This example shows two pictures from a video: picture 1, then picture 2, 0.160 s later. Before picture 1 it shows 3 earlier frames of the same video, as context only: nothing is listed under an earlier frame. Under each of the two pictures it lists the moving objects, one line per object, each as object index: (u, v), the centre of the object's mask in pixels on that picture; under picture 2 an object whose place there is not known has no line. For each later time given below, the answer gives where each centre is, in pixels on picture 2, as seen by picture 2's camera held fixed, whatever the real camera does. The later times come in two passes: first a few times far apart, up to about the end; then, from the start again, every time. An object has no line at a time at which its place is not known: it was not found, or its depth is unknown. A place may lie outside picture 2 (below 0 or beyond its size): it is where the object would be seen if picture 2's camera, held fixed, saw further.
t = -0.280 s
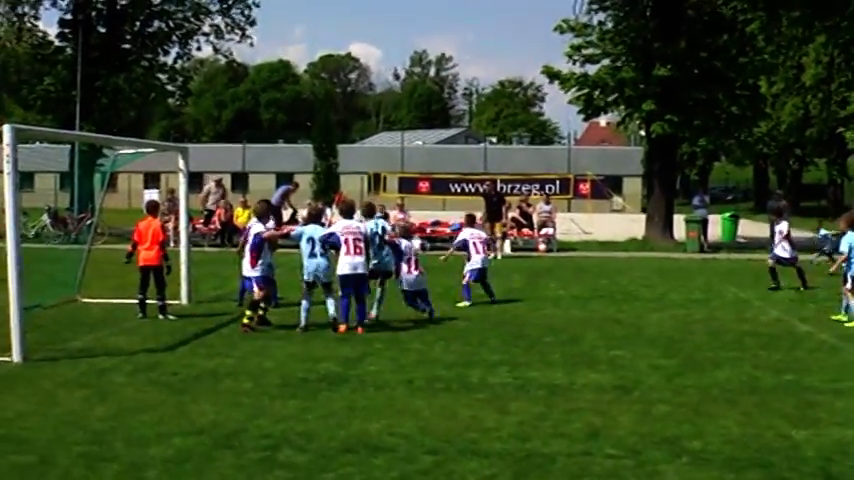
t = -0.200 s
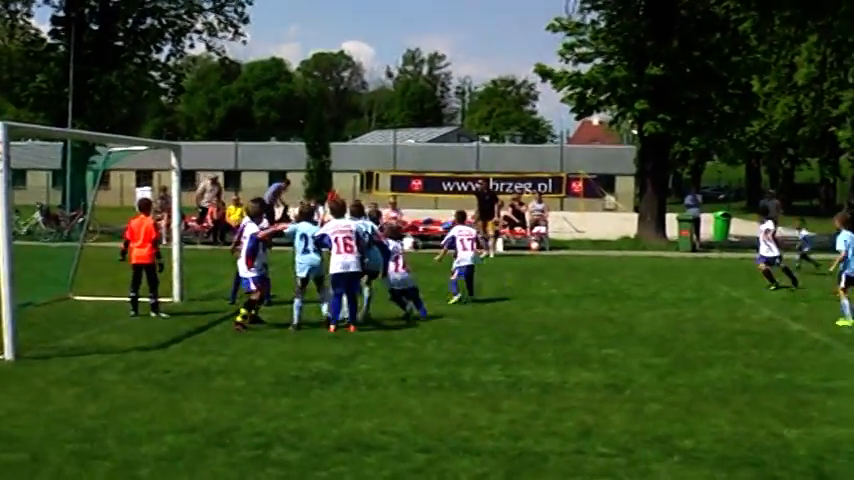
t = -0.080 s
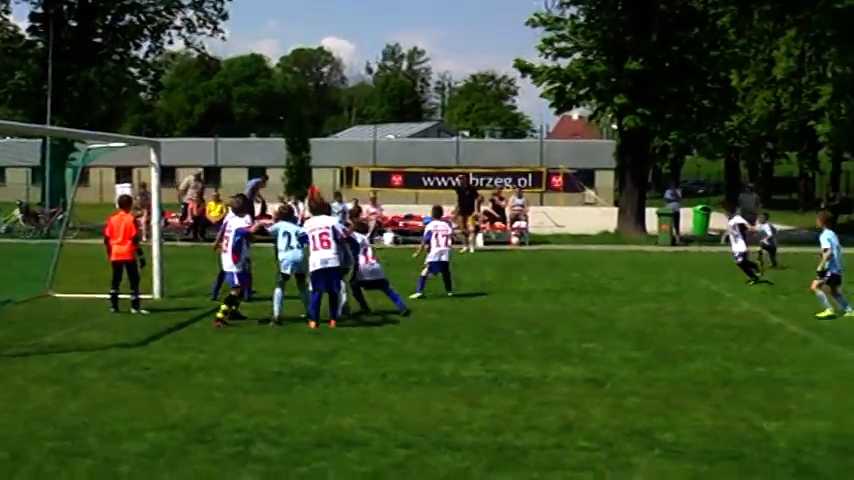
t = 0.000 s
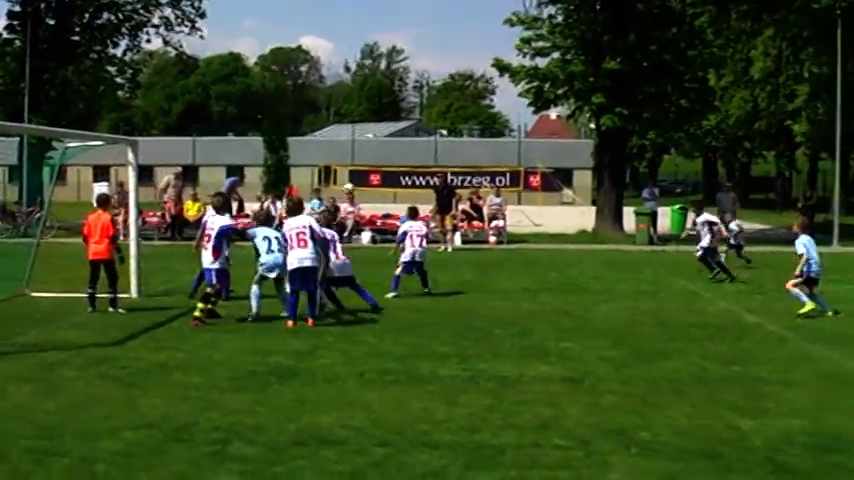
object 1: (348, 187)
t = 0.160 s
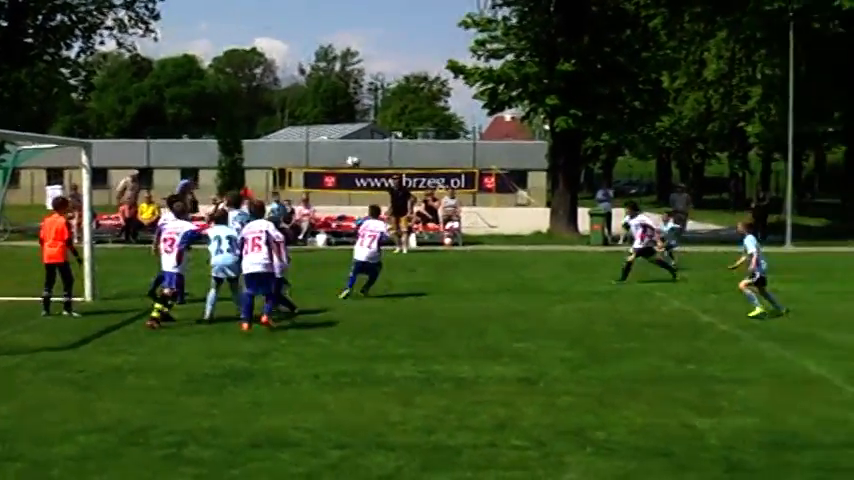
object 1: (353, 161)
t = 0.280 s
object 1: (397, 147)
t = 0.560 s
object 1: (534, 149)
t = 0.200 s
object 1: (367, 155)
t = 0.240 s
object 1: (381, 151)
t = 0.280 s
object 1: (397, 147)
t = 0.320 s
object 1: (413, 144)
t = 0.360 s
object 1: (430, 141)
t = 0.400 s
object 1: (449, 140)
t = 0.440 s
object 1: (468, 140)
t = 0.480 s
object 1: (489, 141)
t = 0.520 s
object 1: (510, 145)
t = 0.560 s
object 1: (534, 149)
